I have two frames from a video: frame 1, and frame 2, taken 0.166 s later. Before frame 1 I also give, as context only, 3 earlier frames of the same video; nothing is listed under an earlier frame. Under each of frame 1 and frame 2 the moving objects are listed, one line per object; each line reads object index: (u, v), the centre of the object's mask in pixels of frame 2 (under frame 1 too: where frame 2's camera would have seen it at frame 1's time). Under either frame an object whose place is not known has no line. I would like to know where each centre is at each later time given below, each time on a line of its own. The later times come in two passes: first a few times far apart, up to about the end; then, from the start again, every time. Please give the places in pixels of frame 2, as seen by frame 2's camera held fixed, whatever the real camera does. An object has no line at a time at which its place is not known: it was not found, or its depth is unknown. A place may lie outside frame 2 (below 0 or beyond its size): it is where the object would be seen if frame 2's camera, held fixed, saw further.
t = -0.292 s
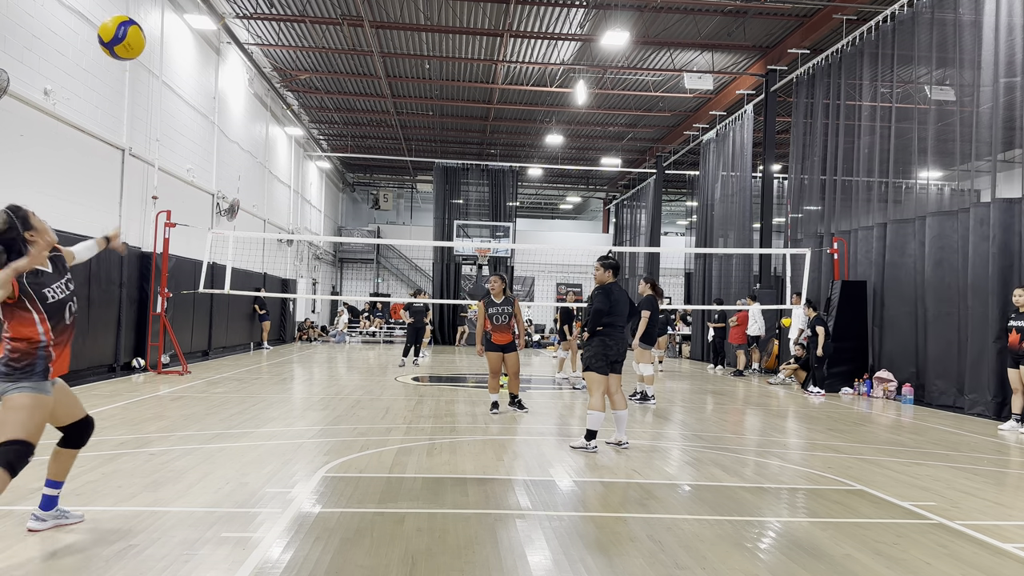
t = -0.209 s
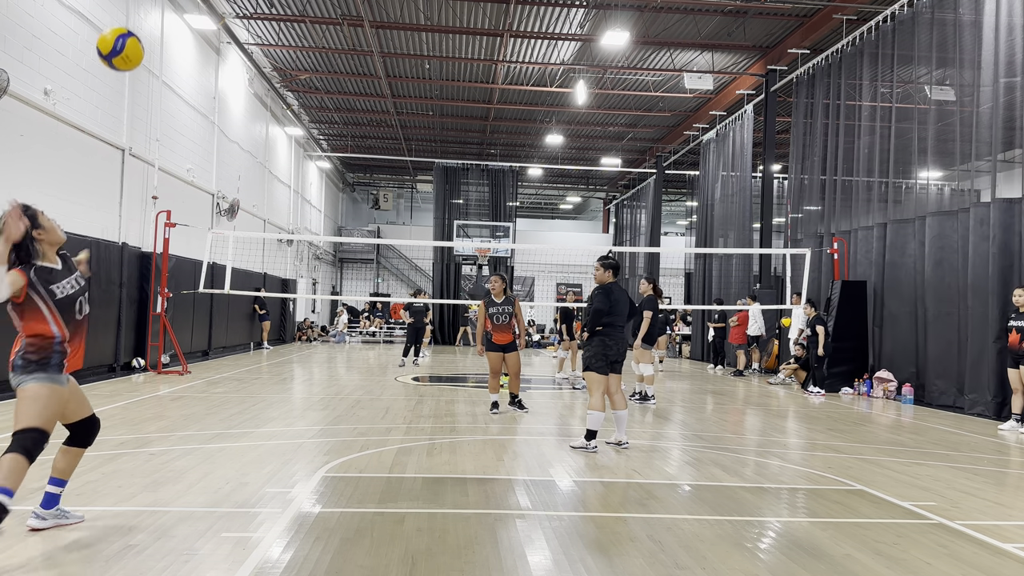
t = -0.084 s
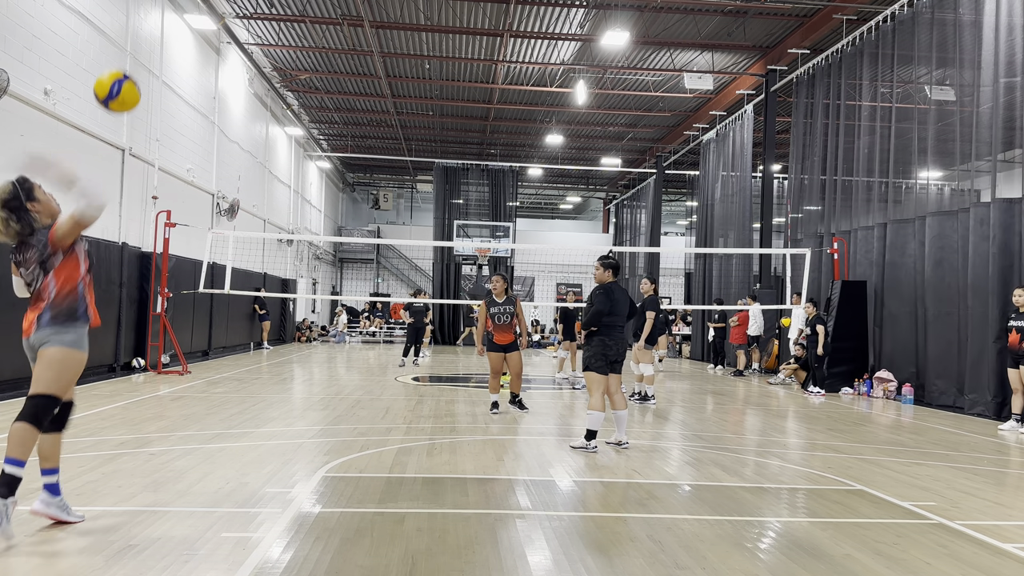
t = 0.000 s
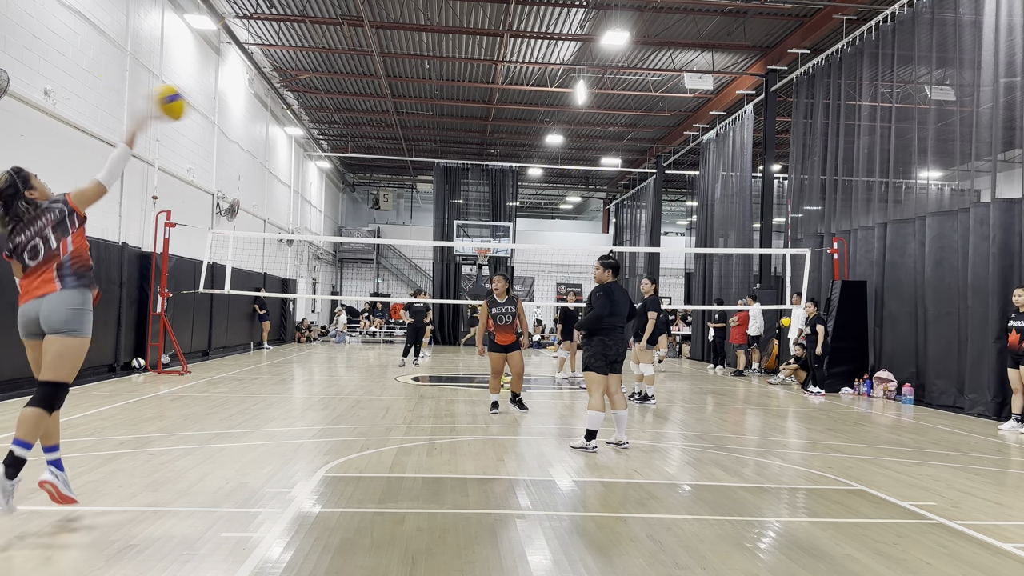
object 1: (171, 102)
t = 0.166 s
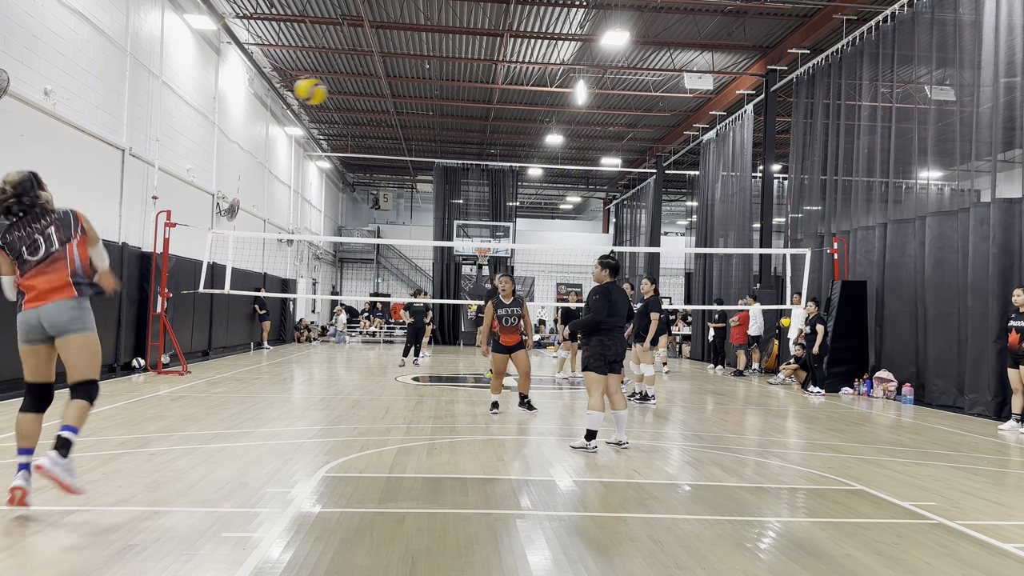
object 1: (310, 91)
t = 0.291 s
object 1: (364, 103)
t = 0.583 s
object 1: (428, 159)
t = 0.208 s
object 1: (331, 93)
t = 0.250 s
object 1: (348, 98)
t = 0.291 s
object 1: (364, 103)
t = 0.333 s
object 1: (377, 109)
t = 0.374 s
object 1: (388, 116)
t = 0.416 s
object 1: (398, 124)
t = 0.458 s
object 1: (407, 131)
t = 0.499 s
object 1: (415, 140)
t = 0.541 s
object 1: (421, 149)
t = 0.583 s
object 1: (428, 159)
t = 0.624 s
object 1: (433, 170)
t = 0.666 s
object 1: (438, 178)
